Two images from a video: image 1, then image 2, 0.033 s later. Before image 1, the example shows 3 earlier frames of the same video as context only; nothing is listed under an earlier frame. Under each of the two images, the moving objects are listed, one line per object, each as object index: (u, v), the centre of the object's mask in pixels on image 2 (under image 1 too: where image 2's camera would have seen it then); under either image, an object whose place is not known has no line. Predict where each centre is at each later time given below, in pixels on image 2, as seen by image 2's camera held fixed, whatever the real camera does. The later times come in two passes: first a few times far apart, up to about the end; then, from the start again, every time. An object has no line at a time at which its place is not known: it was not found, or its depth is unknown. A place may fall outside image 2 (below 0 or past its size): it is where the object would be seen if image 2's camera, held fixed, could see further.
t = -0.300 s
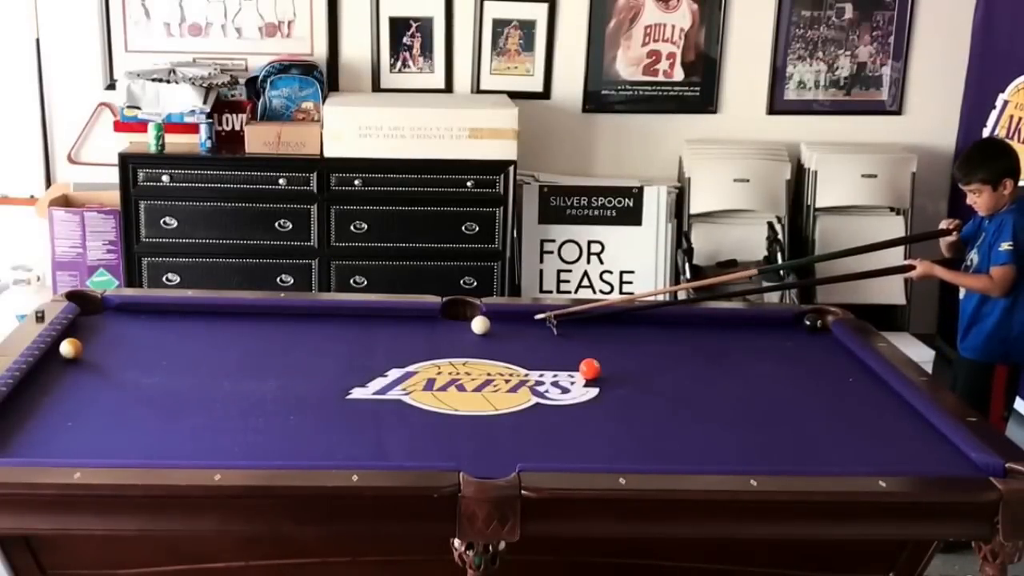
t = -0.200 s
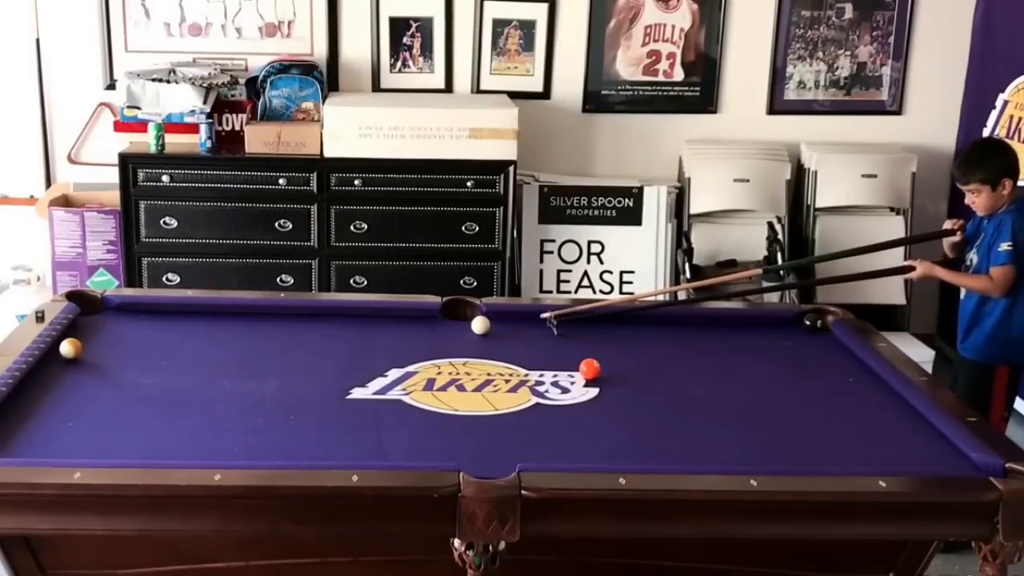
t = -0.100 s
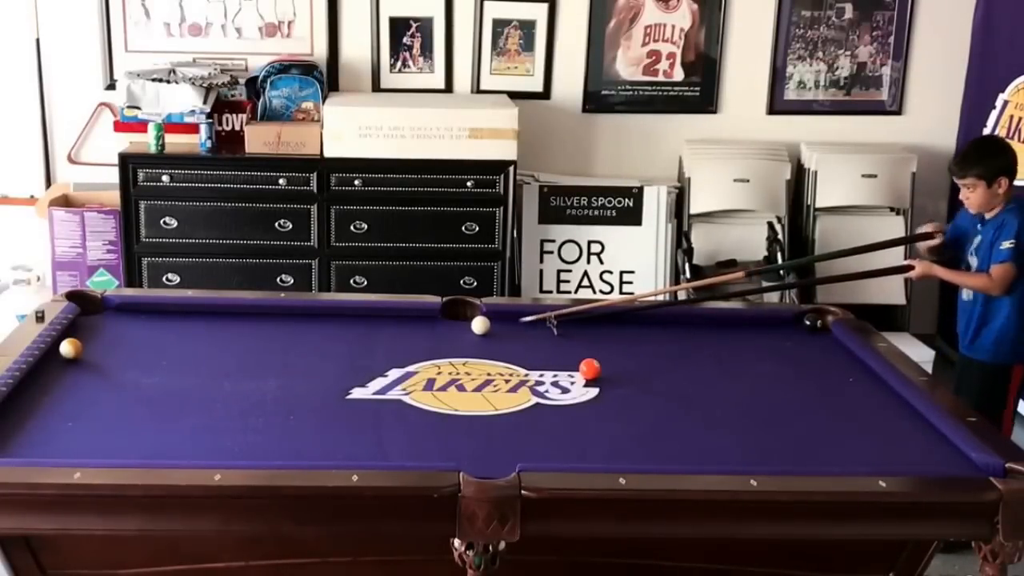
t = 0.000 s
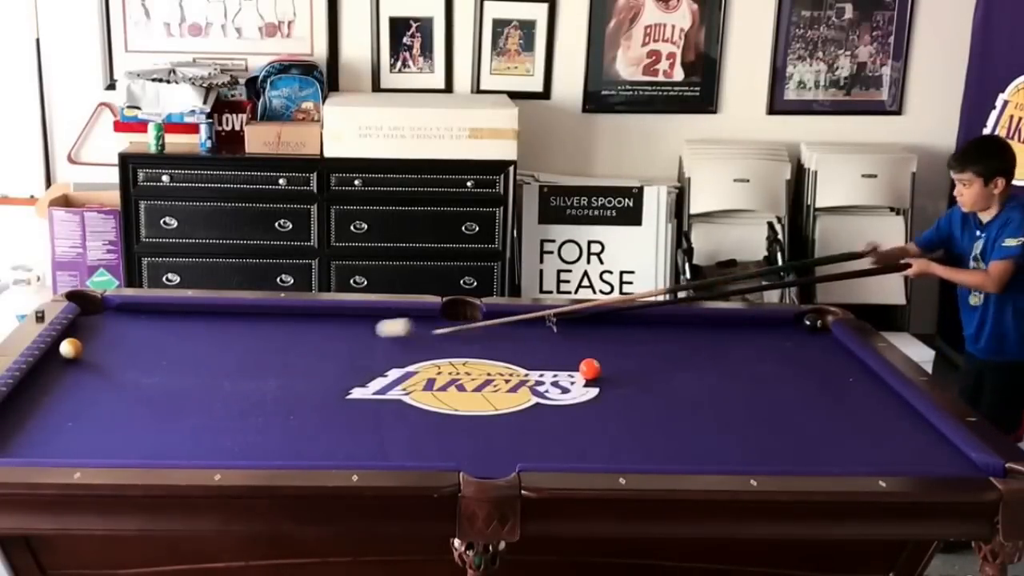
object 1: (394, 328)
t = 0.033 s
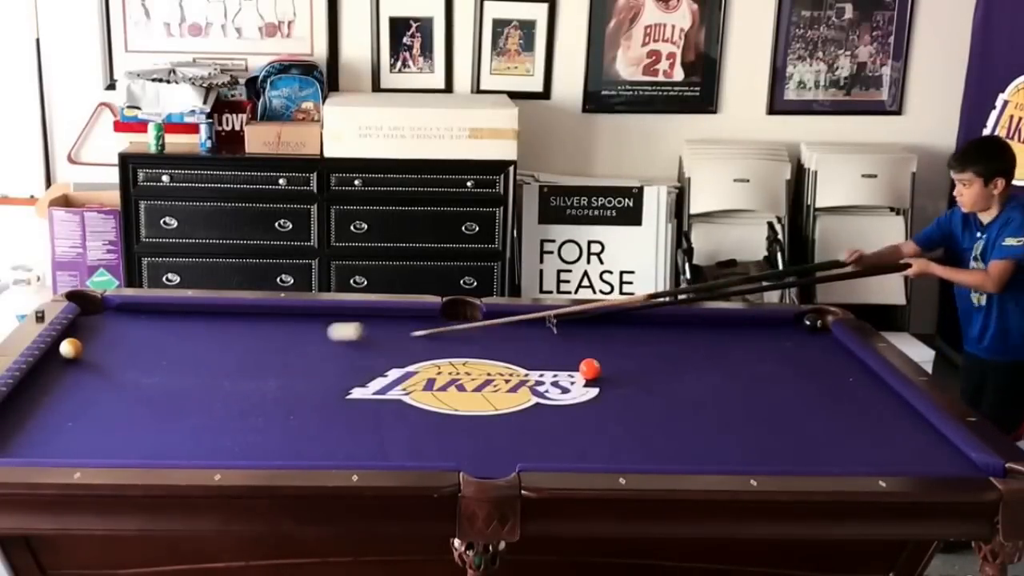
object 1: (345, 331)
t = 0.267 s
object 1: (88, 338)
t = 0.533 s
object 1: (92, 322)
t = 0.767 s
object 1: (122, 310)
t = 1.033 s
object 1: (146, 314)
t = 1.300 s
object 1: (168, 322)
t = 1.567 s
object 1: (191, 330)
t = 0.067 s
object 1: (297, 334)
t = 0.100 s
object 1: (248, 337)
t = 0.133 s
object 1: (199, 340)
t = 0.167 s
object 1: (149, 342)
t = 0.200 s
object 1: (101, 345)
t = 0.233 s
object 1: (90, 343)
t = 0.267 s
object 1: (88, 338)
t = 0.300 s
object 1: (86, 338)
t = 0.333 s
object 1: (83, 335)
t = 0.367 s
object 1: (80, 332)
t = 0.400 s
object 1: (77, 330)
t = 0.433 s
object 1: (79, 327)
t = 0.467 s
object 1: (83, 326)
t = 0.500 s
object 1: (88, 324)
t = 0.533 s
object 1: (92, 322)
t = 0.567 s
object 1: (96, 321)
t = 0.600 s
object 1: (101, 319)
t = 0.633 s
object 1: (105, 317)
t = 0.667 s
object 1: (109, 315)
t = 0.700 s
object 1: (113, 314)
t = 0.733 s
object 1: (118, 312)
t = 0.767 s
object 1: (122, 310)
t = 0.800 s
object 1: (126, 308)
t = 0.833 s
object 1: (130, 307)
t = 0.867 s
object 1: (132, 308)
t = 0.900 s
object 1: (135, 309)
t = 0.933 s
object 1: (138, 310)
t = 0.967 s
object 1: (141, 312)
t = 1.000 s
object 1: (143, 313)
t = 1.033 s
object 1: (146, 314)
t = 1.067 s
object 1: (149, 315)
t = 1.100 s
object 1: (151, 316)
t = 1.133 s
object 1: (154, 317)
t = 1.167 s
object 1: (157, 318)
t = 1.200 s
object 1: (160, 319)
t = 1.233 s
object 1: (163, 320)
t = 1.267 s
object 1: (166, 321)
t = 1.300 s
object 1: (168, 322)
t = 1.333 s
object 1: (171, 323)
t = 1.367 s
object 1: (174, 324)
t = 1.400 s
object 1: (177, 325)
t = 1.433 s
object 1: (180, 326)
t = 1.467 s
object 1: (183, 327)
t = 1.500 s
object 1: (186, 328)
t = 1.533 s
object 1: (189, 329)
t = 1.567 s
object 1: (191, 330)
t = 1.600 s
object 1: (195, 331)
